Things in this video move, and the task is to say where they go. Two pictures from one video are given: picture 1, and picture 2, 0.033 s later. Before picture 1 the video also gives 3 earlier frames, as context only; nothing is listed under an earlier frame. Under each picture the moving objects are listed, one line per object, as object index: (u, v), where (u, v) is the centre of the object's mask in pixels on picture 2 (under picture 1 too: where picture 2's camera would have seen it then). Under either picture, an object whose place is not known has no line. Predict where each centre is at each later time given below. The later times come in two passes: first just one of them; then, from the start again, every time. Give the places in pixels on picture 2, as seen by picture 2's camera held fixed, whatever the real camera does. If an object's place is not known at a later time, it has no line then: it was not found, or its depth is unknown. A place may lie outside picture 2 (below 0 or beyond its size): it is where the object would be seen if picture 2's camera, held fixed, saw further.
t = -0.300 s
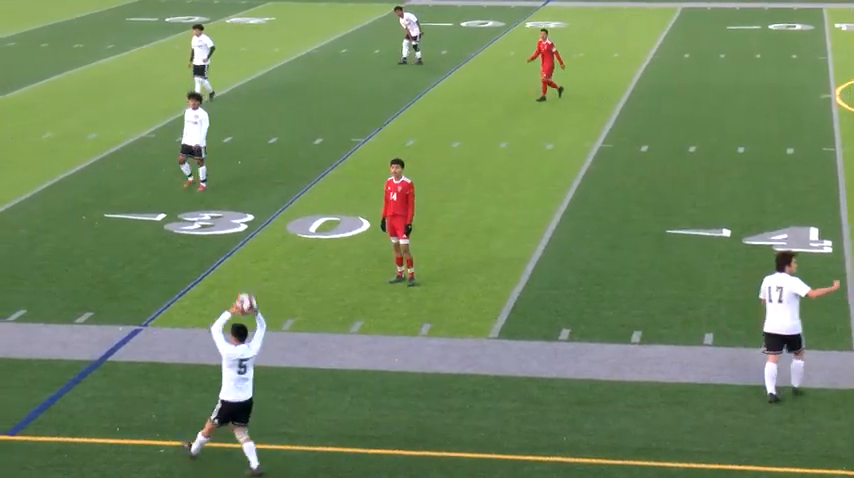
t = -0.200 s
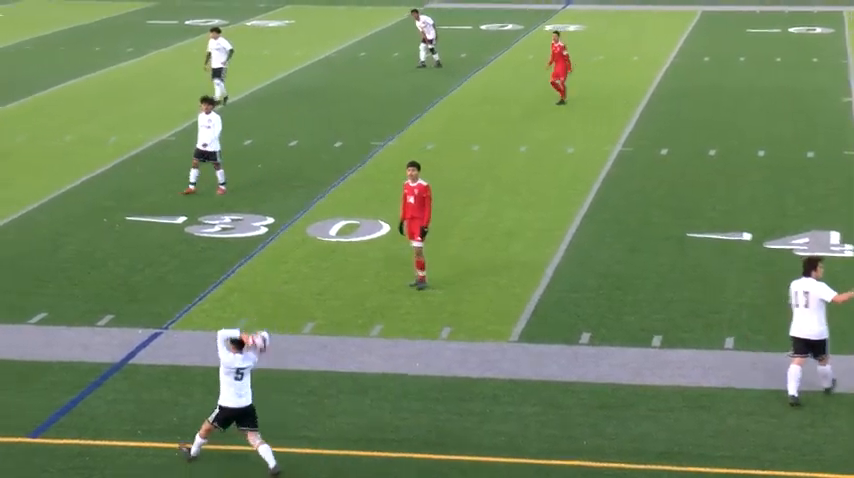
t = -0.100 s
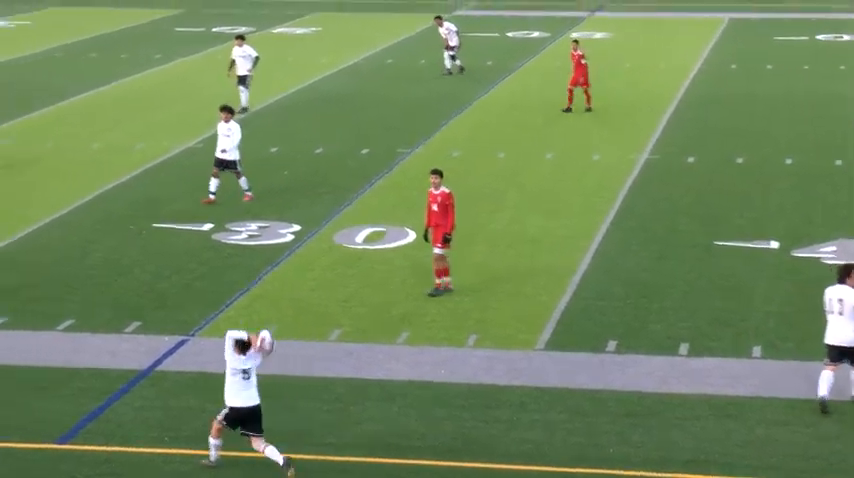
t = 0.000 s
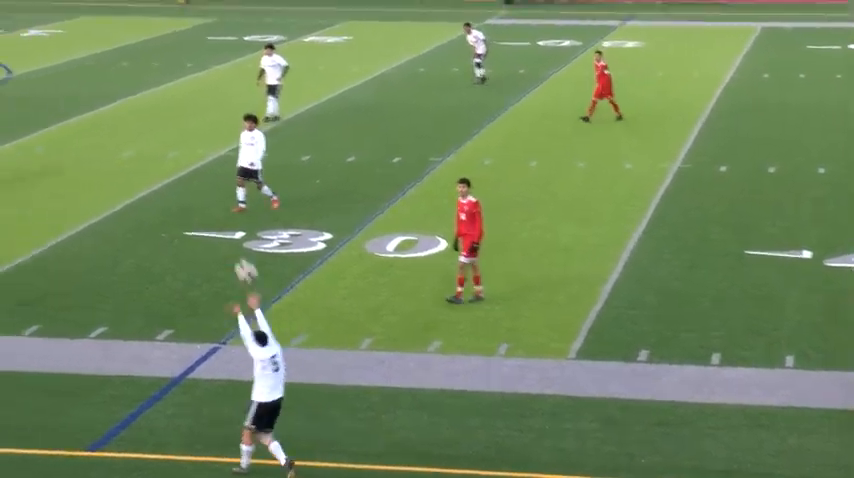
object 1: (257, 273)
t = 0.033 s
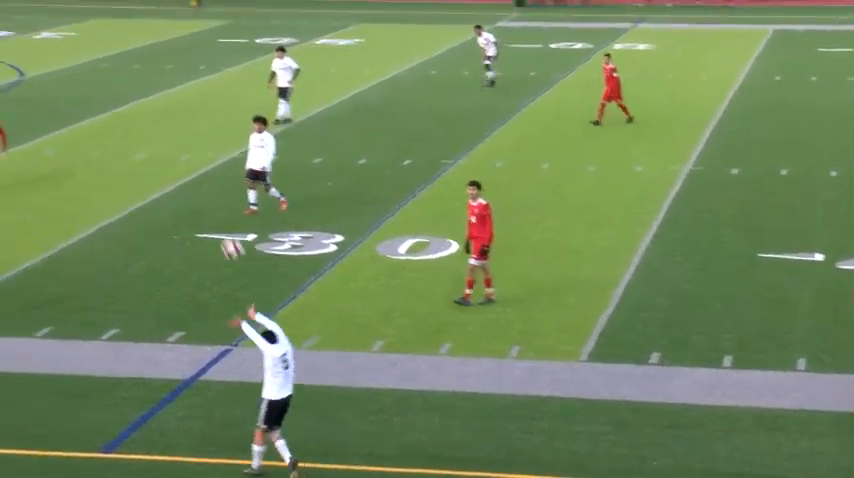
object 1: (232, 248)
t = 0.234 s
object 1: (95, 129)
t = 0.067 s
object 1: (208, 223)
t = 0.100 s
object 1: (183, 201)
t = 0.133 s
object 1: (159, 181)
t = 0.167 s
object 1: (139, 162)
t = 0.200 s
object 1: (116, 146)
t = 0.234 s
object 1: (95, 129)
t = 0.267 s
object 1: (75, 115)
